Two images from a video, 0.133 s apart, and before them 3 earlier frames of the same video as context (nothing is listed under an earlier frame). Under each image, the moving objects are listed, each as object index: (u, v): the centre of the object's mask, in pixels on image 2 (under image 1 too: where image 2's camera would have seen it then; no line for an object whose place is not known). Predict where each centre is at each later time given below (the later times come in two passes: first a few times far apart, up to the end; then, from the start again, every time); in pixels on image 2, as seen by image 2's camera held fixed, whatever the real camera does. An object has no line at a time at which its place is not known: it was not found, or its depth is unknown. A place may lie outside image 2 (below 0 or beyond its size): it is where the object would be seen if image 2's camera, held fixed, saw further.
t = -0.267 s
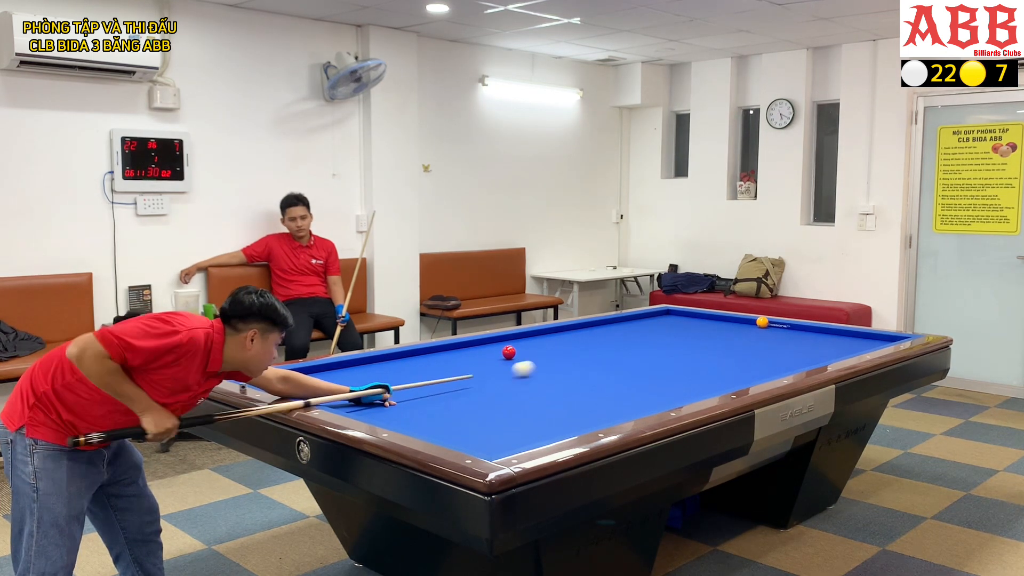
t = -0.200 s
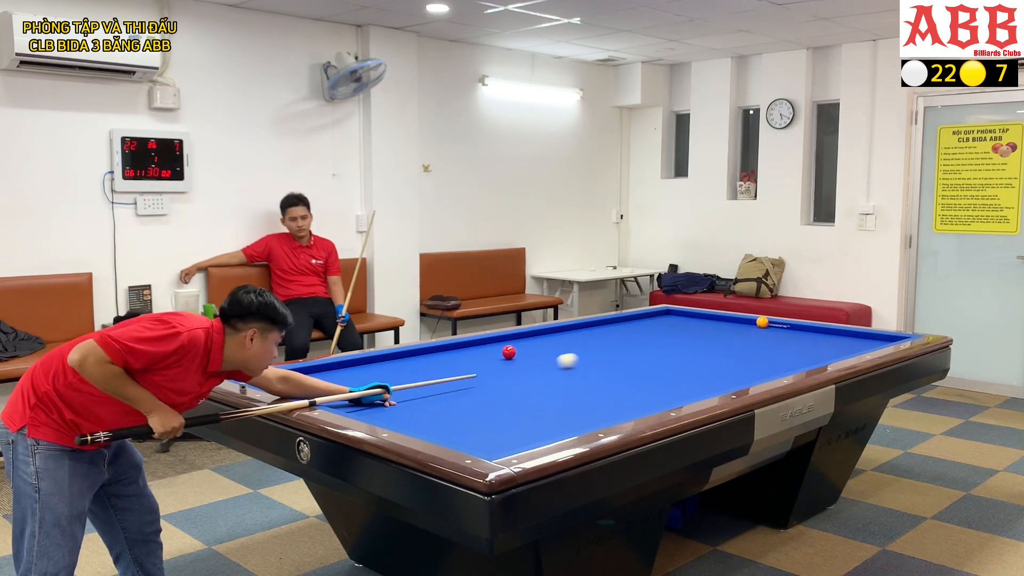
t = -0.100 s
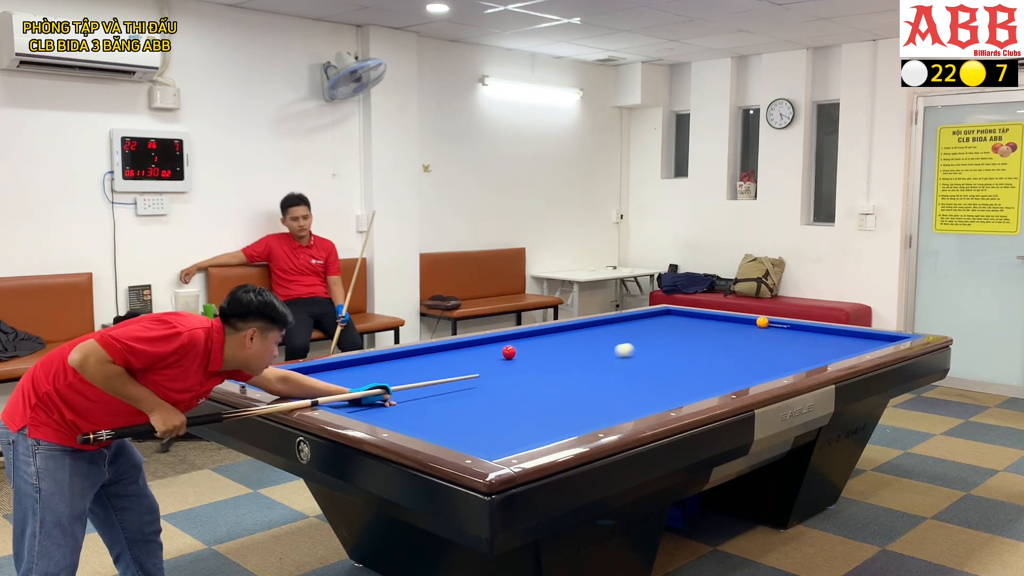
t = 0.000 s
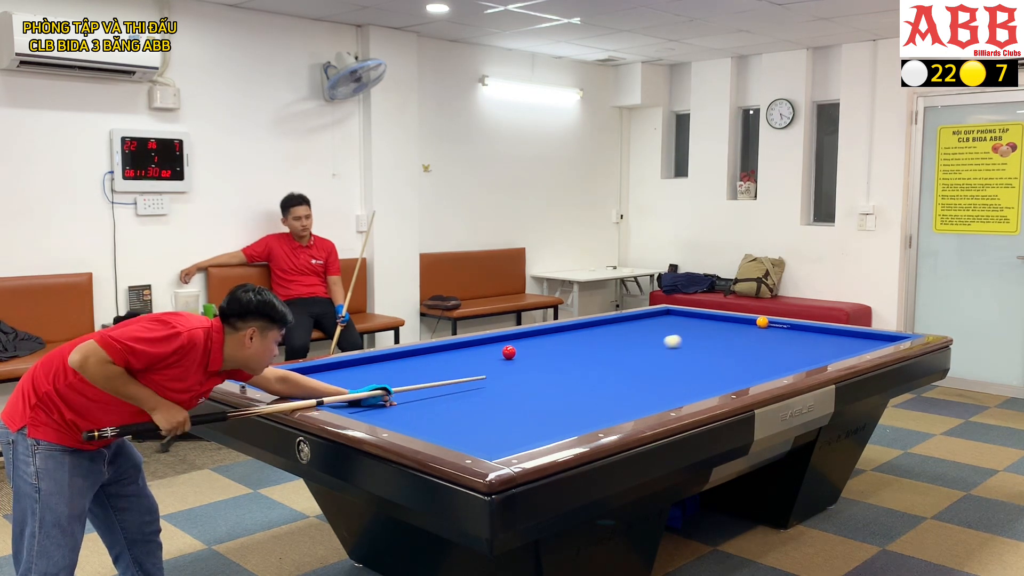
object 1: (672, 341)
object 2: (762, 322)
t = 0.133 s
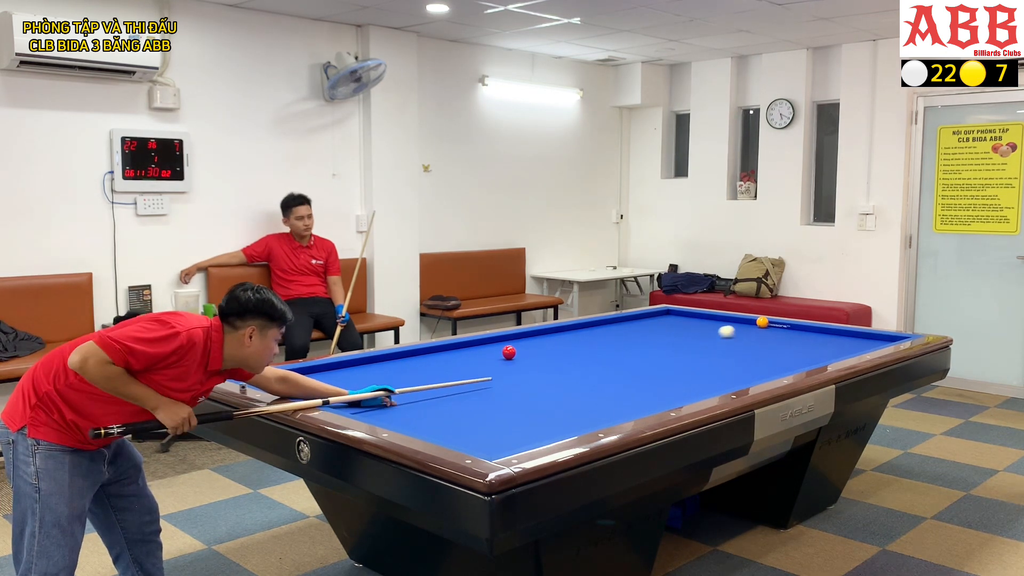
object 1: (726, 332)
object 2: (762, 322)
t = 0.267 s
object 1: (774, 323)
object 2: (761, 322)
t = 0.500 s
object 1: (748, 339)
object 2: (745, 320)
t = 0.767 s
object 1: (713, 359)
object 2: (727, 318)
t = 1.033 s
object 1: (679, 380)
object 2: (710, 317)
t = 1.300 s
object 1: (637, 406)
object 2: (693, 315)
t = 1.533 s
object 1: (564, 426)
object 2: (680, 314)
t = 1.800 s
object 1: (466, 441)
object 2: (666, 313)
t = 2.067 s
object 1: (499, 417)
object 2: (662, 313)
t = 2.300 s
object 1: (517, 401)
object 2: (667, 314)
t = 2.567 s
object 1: (534, 385)
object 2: (673, 315)
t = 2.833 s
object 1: (548, 371)
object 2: (678, 316)
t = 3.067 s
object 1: (559, 361)
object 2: (683, 316)
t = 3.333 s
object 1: (570, 351)
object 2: (688, 318)
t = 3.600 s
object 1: (579, 342)
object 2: (692, 318)
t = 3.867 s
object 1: (588, 334)
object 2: (696, 319)
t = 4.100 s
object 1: (594, 327)
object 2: (699, 320)
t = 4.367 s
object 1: (603, 322)
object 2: (703, 321)
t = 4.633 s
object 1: (631, 320)
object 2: (706, 321)
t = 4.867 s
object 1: (654, 319)
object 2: (708, 322)
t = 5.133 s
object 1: (679, 317)
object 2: (711, 322)
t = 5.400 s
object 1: (703, 316)
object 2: (713, 323)
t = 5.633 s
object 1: (710, 316)
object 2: (715, 323)
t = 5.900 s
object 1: (712, 318)
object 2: (716, 323)
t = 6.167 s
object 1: (714, 319)
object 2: (718, 325)
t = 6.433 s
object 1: (715, 321)
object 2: (721, 327)
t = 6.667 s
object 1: (716, 322)
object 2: (723, 328)
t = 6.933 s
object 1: (718, 323)
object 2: (725, 330)
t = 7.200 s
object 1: (719, 324)
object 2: (727, 332)
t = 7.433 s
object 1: (720, 325)
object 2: (729, 334)
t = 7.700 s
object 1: (721, 325)
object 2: (731, 336)
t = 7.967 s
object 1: (722, 326)
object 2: (733, 337)
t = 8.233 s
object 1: (722, 326)
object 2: (735, 339)
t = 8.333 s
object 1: (723, 326)
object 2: (736, 339)
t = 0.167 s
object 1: (739, 330)
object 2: (762, 322)
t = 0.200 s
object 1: (750, 327)
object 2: (762, 322)
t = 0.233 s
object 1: (762, 326)
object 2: (762, 319)
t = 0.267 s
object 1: (774, 323)
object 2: (761, 322)
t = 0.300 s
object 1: (774, 325)
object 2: (759, 321)
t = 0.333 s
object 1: (769, 327)
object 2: (756, 321)
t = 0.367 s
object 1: (765, 329)
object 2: (754, 321)
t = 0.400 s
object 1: (761, 332)
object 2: (752, 320)
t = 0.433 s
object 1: (756, 334)
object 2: (749, 320)
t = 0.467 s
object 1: (752, 336)
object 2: (747, 320)
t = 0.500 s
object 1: (748, 339)
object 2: (745, 320)
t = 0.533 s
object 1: (743, 341)
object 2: (742, 319)
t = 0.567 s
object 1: (739, 344)
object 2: (740, 319)
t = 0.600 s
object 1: (735, 346)
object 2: (738, 319)
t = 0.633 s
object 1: (730, 349)
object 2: (736, 319)
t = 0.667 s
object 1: (726, 351)
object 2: (733, 319)
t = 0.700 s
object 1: (722, 354)
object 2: (731, 318)
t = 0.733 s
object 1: (717, 356)
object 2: (729, 318)
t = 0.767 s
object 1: (713, 359)
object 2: (727, 318)
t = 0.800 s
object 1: (709, 361)
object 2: (724, 318)
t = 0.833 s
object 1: (705, 364)
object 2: (722, 318)
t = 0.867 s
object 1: (701, 366)
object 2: (720, 317)
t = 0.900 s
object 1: (697, 369)
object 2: (718, 317)
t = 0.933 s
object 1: (693, 372)
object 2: (716, 317)
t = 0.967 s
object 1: (688, 374)
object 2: (714, 317)
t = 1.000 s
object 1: (684, 377)
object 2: (712, 317)
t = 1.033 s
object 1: (679, 380)
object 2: (710, 317)
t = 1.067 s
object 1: (674, 383)
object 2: (708, 316)
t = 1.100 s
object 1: (670, 386)
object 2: (705, 316)
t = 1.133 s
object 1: (664, 389)
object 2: (703, 316)
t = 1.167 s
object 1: (659, 393)
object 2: (702, 316)
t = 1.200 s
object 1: (654, 396)
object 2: (699, 316)
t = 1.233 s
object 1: (648, 400)
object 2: (698, 315)
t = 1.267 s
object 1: (642, 403)
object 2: (696, 315)
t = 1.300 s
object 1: (637, 406)
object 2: (693, 315)
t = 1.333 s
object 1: (631, 409)
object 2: (692, 315)
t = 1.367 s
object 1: (624, 413)
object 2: (690, 315)
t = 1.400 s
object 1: (617, 415)
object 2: (688, 315)
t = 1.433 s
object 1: (603, 418)
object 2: (686, 314)
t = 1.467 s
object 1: (591, 421)
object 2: (684, 314)
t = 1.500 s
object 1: (577, 423)
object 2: (682, 314)
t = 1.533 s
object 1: (564, 426)
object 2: (680, 314)
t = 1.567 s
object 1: (551, 429)
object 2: (678, 314)
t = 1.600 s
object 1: (538, 432)
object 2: (676, 314)
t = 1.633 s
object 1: (524, 435)
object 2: (675, 313)
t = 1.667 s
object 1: (510, 437)
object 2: (673, 313)
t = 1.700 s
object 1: (495, 440)
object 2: (671, 313)
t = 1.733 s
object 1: (481, 442)
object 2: (669, 313)
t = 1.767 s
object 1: (466, 442)
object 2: (667, 313)
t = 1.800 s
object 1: (466, 441)
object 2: (666, 313)
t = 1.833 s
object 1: (472, 439)
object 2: (664, 313)
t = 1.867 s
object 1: (478, 435)
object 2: (662, 312)
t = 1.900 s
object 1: (482, 432)
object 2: (660, 312)
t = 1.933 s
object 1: (487, 429)
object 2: (659, 312)
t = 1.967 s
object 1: (490, 425)
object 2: (660, 312)
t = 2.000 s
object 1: (494, 422)
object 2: (660, 312)
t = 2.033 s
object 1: (497, 420)
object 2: (661, 313)
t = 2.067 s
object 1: (499, 417)
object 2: (662, 313)
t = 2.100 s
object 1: (502, 414)
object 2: (663, 313)
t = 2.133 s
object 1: (505, 412)
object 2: (663, 313)
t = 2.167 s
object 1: (507, 410)
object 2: (664, 313)
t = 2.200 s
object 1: (510, 407)
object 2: (665, 313)
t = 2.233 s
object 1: (512, 405)
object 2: (666, 313)
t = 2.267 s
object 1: (515, 403)
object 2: (667, 313)
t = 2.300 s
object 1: (517, 401)
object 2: (667, 314)
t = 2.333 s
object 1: (519, 398)
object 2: (668, 314)
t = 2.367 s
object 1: (521, 396)
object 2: (669, 314)
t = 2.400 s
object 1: (524, 394)
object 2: (669, 314)
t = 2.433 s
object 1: (526, 392)
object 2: (670, 314)
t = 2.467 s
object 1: (528, 390)
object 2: (671, 314)
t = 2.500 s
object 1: (530, 388)
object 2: (672, 314)
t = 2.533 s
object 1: (532, 386)
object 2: (672, 314)
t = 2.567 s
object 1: (534, 385)
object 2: (673, 315)
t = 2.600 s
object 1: (536, 383)
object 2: (674, 315)
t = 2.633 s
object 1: (538, 381)
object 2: (674, 315)
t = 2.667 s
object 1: (540, 379)
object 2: (675, 315)
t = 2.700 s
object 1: (542, 378)
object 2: (676, 315)
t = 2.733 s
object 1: (543, 376)
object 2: (676, 315)
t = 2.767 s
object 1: (545, 374)
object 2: (677, 315)
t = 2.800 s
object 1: (547, 372)
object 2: (678, 316)
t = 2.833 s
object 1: (548, 371)
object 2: (678, 316)
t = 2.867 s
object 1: (550, 370)
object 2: (679, 316)
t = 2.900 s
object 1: (552, 368)
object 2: (680, 316)
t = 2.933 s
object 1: (553, 367)
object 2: (680, 316)
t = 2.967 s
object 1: (555, 365)
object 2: (681, 316)
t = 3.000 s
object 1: (556, 364)
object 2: (682, 316)
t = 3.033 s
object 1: (558, 362)
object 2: (682, 316)
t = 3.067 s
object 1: (559, 361)
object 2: (683, 316)
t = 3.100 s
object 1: (561, 359)
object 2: (684, 317)
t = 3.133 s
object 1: (562, 358)
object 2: (684, 317)
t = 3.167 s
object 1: (564, 357)
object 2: (685, 317)
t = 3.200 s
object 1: (565, 355)
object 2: (685, 317)
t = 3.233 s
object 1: (566, 354)
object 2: (686, 317)
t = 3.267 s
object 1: (568, 353)
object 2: (687, 317)
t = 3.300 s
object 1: (569, 352)
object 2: (687, 317)
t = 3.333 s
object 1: (570, 351)
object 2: (688, 318)
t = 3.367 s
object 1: (571, 349)
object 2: (688, 318)
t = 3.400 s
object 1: (572, 348)
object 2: (689, 318)
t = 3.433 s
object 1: (574, 347)
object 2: (689, 318)
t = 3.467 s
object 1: (575, 346)
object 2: (690, 318)
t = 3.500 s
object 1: (576, 345)
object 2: (690, 318)
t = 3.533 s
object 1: (577, 344)
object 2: (691, 318)
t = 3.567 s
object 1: (578, 343)
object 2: (692, 318)
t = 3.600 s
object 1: (579, 342)
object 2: (692, 318)
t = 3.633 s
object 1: (580, 340)
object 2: (693, 318)
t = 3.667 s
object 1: (582, 340)
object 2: (693, 319)
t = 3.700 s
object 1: (583, 339)
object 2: (694, 318)
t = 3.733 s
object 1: (584, 338)
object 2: (694, 319)
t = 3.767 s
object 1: (585, 337)
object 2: (695, 319)
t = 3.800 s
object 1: (585, 336)
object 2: (695, 319)
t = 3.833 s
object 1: (587, 335)
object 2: (696, 319)
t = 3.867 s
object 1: (588, 334)
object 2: (696, 319)
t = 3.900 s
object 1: (589, 333)
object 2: (697, 319)
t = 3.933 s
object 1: (590, 332)
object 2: (697, 319)
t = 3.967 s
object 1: (590, 331)
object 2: (698, 319)
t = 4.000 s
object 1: (591, 330)
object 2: (698, 320)
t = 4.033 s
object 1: (592, 329)
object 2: (699, 320)
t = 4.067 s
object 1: (593, 328)
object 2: (699, 320)
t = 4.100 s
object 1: (594, 327)
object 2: (699, 320)
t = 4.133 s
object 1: (595, 326)
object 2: (700, 320)
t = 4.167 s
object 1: (596, 326)
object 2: (700, 320)
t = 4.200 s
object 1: (596, 325)
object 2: (701, 320)
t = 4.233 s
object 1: (597, 324)
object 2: (701, 320)
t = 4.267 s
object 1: (598, 323)
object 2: (702, 320)
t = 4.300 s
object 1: (599, 322)
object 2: (702, 320)
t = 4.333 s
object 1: (600, 322)
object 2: (703, 320)
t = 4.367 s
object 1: (603, 322)
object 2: (703, 321)
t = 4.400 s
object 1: (607, 321)
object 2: (703, 321)
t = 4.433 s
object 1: (610, 321)
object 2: (704, 321)
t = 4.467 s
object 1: (614, 321)
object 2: (704, 321)
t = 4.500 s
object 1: (617, 321)
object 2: (704, 321)
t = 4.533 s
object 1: (621, 321)
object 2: (705, 321)
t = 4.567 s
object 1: (624, 320)
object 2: (705, 321)
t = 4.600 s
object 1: (627, 320)
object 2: (706, 321)
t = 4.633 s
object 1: (631, 320)
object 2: (706, 321)
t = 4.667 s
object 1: (634, 320)
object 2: (706, 321)
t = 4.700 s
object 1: (637, 320)
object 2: (707, 321)
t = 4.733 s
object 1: (641, 319)
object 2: (707, 321)
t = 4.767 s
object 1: (644, 319)
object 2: (707, 321)
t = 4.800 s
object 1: (647, 319)
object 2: (708, 321)
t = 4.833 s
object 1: (651, 319)
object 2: (708, 321)
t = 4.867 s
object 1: (654, 319)
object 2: (708, 322)
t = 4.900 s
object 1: (657, 318)
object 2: (709, 322)
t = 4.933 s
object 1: (660, 318)
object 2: (709, 322)
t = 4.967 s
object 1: (663, 318)
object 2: (710, 322)
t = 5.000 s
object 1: (666, 318)
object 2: (710, 322)
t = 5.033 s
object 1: (670, 318)
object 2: (710, 322)
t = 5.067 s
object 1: (673, 318)
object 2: (710, 322)
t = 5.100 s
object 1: (676, 317)
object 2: (711, 322)
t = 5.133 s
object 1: (679, 317)
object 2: (711, 322)
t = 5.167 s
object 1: (682, 317)
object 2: (711, 322)
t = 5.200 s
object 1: (685, 317)
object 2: (711, 322)
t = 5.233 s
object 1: (688, 317)
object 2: (712, 322)
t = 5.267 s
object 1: (691, 317)
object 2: (712, 322)
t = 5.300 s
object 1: (694, 316)
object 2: (712, 322)
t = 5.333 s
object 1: (697, 316)
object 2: (712, 322)
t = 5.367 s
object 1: (700, 316)
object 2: (713, 323)
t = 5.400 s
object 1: (703, 316)
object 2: (713, 323)
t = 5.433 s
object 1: (706, 315)
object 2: (713, 323)
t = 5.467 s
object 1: (709, 315)
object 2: (714, 323)
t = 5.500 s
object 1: (709, 315)
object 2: (714, 323)
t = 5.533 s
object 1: (709, 315)
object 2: (714, 323)
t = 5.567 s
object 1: (709, 316)
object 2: (714, 323)
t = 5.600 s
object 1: (710, 316)
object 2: (714, 323)
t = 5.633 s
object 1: (710, 316)
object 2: (715, 323)
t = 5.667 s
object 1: (710, 316)
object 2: (715, 323)
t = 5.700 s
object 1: (711, 316)
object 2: (715, 323)
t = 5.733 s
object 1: (711, 317)
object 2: (715, 323)
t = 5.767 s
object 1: (711, 317)
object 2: (715, 323)
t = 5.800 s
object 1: (711, 317)
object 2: (715, 323)
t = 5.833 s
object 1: (712, 317)
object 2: (716, 323)
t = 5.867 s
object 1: (712, 318)
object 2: (716, 323)
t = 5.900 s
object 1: (712, 318)
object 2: (716, 323)
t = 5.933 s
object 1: (712, 318)
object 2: (716, 323)
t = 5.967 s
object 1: (713, 318)
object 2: (716, 324)
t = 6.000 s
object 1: (713, 318)
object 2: (716, 324)
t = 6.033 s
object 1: (713, 318)
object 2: (717, 324)
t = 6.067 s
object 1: (714, 319)
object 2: (717, 324)
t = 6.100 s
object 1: (714, 319)
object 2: (717, 324)
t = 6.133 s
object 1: (714, 319)
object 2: (718, 324)
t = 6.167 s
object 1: (714, 319)
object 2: (718, 325)
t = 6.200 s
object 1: (714, 320)
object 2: (718, 325)
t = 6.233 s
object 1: (714, 320)
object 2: (719, 325)
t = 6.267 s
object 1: (715, 320)
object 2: (719, 325)
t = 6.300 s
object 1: (715, 320)
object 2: (719, 326)
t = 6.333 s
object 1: (715, 320)
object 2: (719, 326)
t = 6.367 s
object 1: (715, 321)
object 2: (720, 326)
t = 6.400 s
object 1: (715, 321)
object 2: (720, 326)
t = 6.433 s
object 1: (715, 321)
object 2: (721, 327)
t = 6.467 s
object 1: (715, 321)
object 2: (721, 327)
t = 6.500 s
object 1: (716, 321)
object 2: (721, 327)
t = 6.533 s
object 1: (716, 321)
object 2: (722, 327)
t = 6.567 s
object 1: (716, 322)
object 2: (722, 328)
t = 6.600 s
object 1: (716, 322)
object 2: (722, 328)
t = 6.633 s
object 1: (716, 322)
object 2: (722, 328)
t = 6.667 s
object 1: (716, 322)
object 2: (723, 328)
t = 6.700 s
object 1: (717, 322)
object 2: (723, 328)
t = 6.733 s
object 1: (717, 322)
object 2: (723, 329)
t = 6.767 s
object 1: (717, 322)
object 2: (723, 329)
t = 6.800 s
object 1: (717, 323)
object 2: (724, 329)
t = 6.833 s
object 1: (717, 323)
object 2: (724, 329)
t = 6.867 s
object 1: (718, 323)
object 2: (724, 330)
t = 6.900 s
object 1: (718, 323)
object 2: (725, 330)
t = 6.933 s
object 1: (718, 323)
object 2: (725, 330)
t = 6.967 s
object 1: (718, 323)
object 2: (725, 330)
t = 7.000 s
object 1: (718, 323)
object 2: (726, 331)
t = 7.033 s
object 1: (718, 324)
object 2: (726, 331)
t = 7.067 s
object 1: (719, 324)
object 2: (726, 331)
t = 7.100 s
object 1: (719, 324)
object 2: (727, 331)
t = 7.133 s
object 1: (719, 324)
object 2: (727, 331)
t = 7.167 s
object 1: (719, 324)
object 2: (727, 331)
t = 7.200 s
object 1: (719, 324)
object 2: (727, 332)
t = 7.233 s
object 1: (719, 324)
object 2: (728, 332)
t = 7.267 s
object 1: (720, 324)
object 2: (728, 332)
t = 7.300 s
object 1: (719, 325)
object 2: (728, 333)
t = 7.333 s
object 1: (720, 325)
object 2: (729, 333)
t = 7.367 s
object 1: (720, 325)
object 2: (729, 333)
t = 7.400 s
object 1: (720, 325)
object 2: (729, 333)
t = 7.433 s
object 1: (720, 325)
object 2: (729, 334)
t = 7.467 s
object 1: (720, 325)
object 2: (730, 334)
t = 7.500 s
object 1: (720, 325)
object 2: (730, 334)
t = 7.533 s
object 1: (721, 325)
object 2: (730, 334)
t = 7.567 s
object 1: (721, 325)
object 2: (730, 334)
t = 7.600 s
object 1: (721, 325)
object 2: (731, 335)
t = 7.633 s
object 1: (721, 325)
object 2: (731, 335)
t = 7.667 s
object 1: (721, 325)
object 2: (731, 335)
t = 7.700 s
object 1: (721, 325)
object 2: (731, 336)
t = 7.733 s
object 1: (721, 325)
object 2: (731, 336)
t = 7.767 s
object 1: (721, 325)
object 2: (732, 336)
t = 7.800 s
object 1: (722, 325)
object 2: (732, 336)
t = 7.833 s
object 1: (721, 326)
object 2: (732, 336)
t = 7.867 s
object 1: (722, 325)
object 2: (733, 337)
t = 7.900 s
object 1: (722, 326)
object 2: (733, 337)
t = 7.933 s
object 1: (722, 326)
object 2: (733, 337)
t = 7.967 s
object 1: (722, 326)
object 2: (733, 337)
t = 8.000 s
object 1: (722, 326)
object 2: (733, 338)
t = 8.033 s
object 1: (722, 326)
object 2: (734, 338)
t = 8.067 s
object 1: (722, 326)
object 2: (734, 338)
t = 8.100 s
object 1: (722, 326)
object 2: (734, 338)
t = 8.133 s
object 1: (722, 326)
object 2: (734, 338)
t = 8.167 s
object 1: (722, 326)
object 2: (735, 338)
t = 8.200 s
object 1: (722, 326)
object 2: (735, 339)
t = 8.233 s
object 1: (722, 326)
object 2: (735, 339)
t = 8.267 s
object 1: (723, 326)
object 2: (735, 339)
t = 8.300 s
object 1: (723, 326)
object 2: (735, 339)
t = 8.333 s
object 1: (723, 326)
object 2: (736, 339)
